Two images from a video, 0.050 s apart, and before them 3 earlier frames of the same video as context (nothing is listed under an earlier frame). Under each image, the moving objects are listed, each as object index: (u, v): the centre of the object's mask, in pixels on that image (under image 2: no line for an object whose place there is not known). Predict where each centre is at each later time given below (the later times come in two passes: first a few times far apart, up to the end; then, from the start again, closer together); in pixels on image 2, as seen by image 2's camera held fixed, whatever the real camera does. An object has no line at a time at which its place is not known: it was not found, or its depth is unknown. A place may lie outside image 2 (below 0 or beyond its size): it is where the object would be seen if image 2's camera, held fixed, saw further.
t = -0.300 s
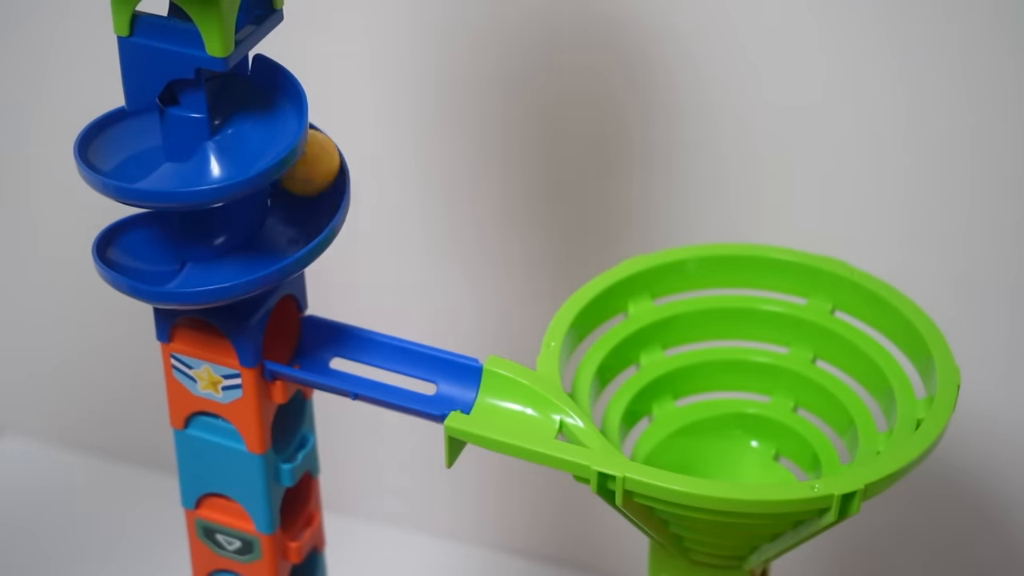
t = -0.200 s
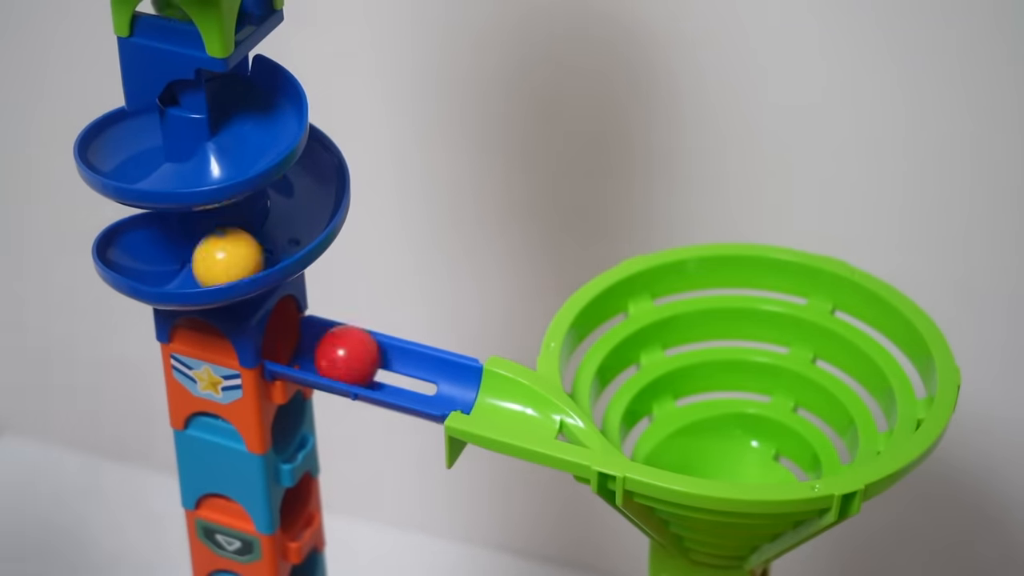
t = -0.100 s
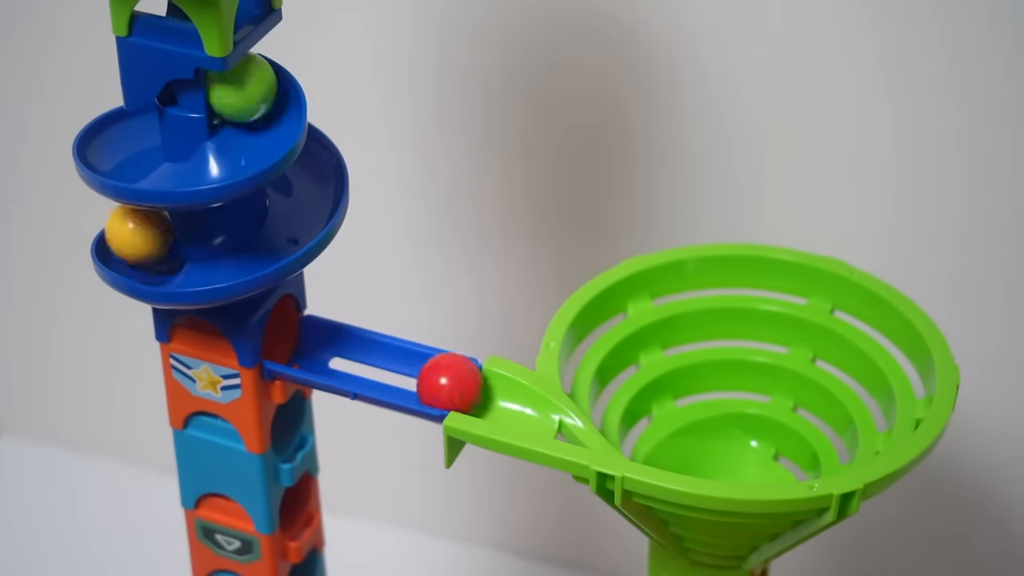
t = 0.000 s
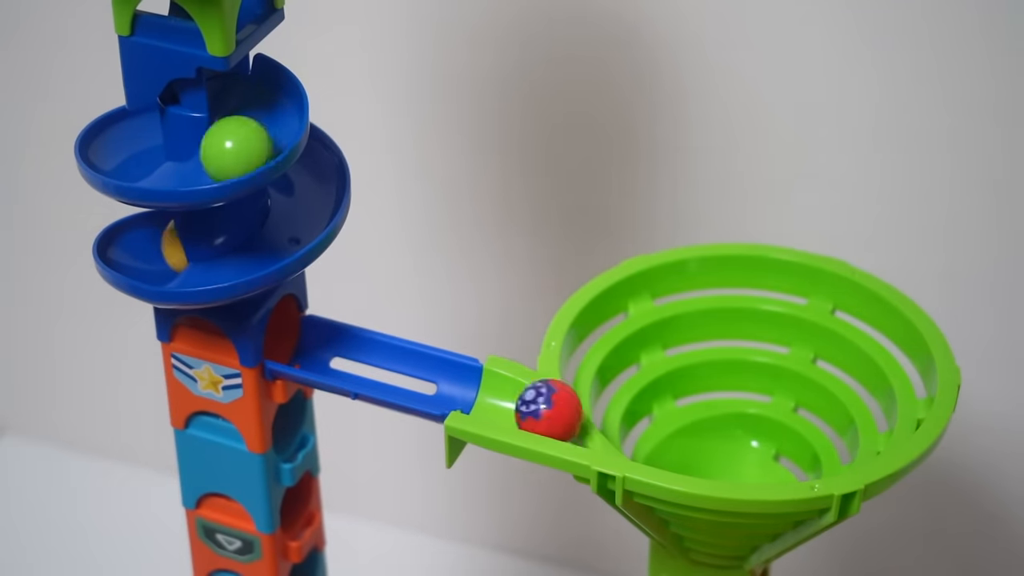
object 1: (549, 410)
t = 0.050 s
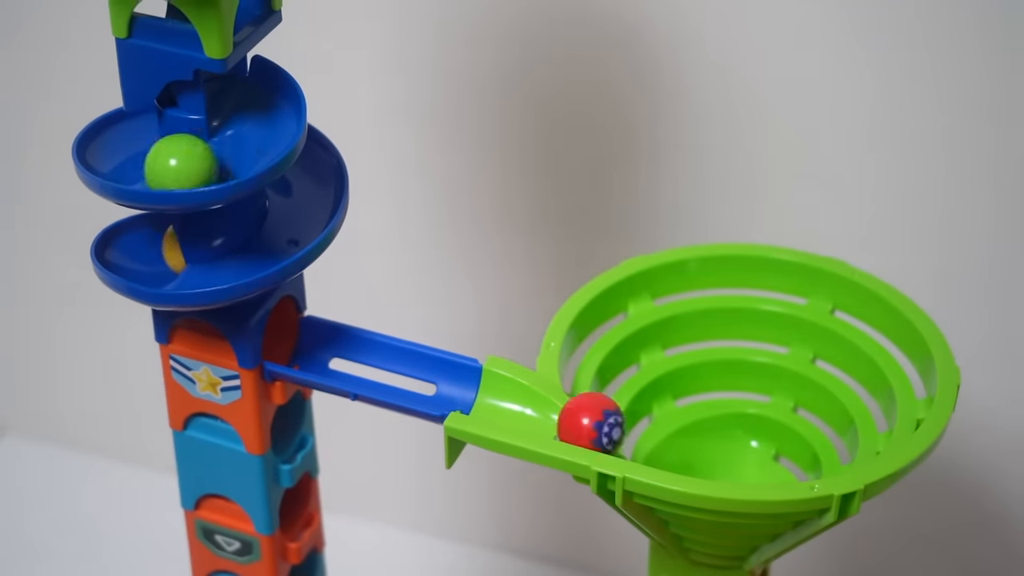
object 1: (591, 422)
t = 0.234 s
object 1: (784, 461)
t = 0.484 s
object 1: (895, 356)
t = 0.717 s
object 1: (712, 282)
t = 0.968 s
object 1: (617, 420)
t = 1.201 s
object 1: (854, 437)
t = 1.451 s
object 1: (671, 346)
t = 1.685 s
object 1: (747, 474)
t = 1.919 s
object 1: (743, 387)
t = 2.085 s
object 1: (677, 458)
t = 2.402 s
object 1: (690, 464)
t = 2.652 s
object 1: (715, 447)
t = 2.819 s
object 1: (706, 473)
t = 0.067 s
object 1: (606, 427)
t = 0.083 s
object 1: (622, 432)
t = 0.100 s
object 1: (639, 439)
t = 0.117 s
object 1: (656, 445)
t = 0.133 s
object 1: (675, 451)
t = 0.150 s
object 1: (693, 455)
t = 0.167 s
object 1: (713, 459)
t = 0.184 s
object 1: (732, 461)
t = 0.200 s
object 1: (750, 462)
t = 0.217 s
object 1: (767, 462)
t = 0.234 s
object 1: (784, 461)
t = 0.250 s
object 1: (800, 459)
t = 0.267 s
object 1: (815, 456)
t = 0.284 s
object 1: (830, 452)
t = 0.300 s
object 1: (843, 448)
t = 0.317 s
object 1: (856, 442)
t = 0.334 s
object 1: (867, 435)
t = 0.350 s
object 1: (877, 428)
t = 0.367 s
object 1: (885, 421)
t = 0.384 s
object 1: (892, 413)
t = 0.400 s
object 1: (897, 405)
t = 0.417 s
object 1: (900, 396)
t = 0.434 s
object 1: (902, 386)
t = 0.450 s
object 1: (900, 376)
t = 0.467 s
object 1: (898, 366)
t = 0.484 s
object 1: (895, 356)
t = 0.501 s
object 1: (889, 346)
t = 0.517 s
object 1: (883, 337)
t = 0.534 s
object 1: (874, 328)
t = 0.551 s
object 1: (864, 320)
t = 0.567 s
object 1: (853, 313)
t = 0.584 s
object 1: (840, 305)
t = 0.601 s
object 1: (826, 300)
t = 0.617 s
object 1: (811, 293)
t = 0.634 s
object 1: (796, 289)
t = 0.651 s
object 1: (779, 285)
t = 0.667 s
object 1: (763, 282)
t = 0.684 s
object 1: (746, 281)
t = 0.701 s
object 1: (729, 281)
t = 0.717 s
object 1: (712, 282)
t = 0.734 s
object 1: (695, 285)
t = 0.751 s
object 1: (678, 288)
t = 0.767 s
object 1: (662, 293)
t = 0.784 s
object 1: (648, 299)
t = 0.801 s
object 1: (634, 306)
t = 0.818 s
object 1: (622, 314)
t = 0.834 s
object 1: (612, 323)
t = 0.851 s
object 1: (603, 334)
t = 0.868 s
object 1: (596, 346)
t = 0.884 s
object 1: (592, 358)
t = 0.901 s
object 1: (590, 372)
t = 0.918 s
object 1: (593, 383)
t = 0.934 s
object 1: (599, 395)
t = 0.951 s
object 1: (607, 408)
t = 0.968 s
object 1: (617, 420)
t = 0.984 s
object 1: (629, 432)
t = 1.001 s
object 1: (643, 441)
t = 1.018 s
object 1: (658, 449)
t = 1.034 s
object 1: (677, 456)
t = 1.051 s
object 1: (697, 461)
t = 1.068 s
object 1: (718, 465)
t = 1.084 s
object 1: (740, 467)
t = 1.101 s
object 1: (761, 468)
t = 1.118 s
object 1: (782, 467)
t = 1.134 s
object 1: (800, 464)
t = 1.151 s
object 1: (817, 459)
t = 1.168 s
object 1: (832, 454)
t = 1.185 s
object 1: (845, 446)
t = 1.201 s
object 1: (854, 437)
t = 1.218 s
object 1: (861, 427)
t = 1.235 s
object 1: (863, 415)
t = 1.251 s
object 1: (862, 403)
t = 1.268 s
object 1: (856, 390)
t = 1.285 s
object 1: (848, 378)
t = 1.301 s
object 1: (837, 367)
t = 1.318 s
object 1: (823, 356)
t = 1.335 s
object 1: (806, 348)
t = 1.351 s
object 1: (789, 342)
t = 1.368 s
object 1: (770, 337)
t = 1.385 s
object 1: (749, 335)
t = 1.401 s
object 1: (729, 334)
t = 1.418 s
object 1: (708, 336)
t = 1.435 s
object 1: (689, 339)
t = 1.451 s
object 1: (671, 346)
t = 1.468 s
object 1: (655, 354)
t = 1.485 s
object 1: (642, 364)
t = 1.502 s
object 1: (631, 376)
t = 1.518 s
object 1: (624, 389)
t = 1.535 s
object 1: (621, 404)
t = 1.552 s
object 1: (623, 418)
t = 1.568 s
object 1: (630, 430)
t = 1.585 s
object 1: (640, 441)
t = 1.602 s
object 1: (652, 450)
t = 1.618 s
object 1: (668, 458)
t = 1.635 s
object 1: (687, 464)
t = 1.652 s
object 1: (706, 469)
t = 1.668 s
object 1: (727, 473)
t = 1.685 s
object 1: (747, 474)
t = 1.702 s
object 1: (766, 473)
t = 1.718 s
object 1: (784, 471)
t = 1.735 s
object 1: (799, 467)
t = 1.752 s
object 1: (811, 462)
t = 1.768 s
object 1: (819, 456)
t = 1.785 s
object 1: (824, 449)
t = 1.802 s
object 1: (825, 439)
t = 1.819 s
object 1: (821, 427)
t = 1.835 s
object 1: (812, 415)
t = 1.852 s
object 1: (800, 404)
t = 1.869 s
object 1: (788, 398)
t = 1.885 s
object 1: (773, 392)
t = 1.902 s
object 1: (759, 389)
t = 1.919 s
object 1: (743, 387)
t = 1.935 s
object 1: (726, 386)
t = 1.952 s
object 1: (710, 388)
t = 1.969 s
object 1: (695, 393)
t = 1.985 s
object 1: (683, 399)
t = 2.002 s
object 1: (673, 407)
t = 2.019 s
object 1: (665, 417)
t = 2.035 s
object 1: (663, 428)
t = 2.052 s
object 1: (663, 440)
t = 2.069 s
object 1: (668, 448)
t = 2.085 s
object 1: (677, 458)
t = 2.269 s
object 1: (769, 466)
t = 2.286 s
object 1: (770, 454)
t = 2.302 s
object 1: (760, 448)
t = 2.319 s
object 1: (742, 446)
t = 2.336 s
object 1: (725, 445)
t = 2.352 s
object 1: (711, 446)
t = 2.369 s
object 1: (701, 451)
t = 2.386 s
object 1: (693, 457)
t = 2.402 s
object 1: (690, 464)
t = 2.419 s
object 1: (693, 472)
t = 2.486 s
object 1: (755, 479)
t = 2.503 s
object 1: (765, 475)
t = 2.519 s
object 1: (770, 470)
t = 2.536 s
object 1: (771, 464)
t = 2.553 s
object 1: (770, 459)
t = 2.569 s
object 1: (766, 453)
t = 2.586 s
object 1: (757, 448)
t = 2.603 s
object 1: (744, 446)
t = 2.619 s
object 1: (732, 446)
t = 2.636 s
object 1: (723, 448)
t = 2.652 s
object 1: (715, 447)
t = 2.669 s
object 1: (700, 457)
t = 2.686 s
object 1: (701, 469)
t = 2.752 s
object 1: (737, 479)
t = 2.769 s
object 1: (733, 475)
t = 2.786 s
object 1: (723, 473)
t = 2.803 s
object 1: (712, 472)
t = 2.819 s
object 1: (706, 473)
